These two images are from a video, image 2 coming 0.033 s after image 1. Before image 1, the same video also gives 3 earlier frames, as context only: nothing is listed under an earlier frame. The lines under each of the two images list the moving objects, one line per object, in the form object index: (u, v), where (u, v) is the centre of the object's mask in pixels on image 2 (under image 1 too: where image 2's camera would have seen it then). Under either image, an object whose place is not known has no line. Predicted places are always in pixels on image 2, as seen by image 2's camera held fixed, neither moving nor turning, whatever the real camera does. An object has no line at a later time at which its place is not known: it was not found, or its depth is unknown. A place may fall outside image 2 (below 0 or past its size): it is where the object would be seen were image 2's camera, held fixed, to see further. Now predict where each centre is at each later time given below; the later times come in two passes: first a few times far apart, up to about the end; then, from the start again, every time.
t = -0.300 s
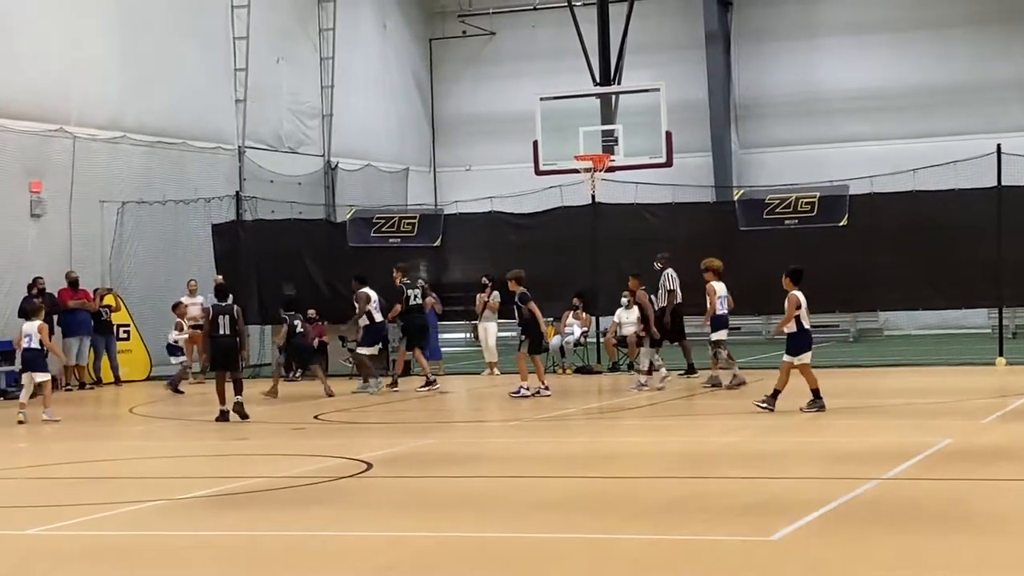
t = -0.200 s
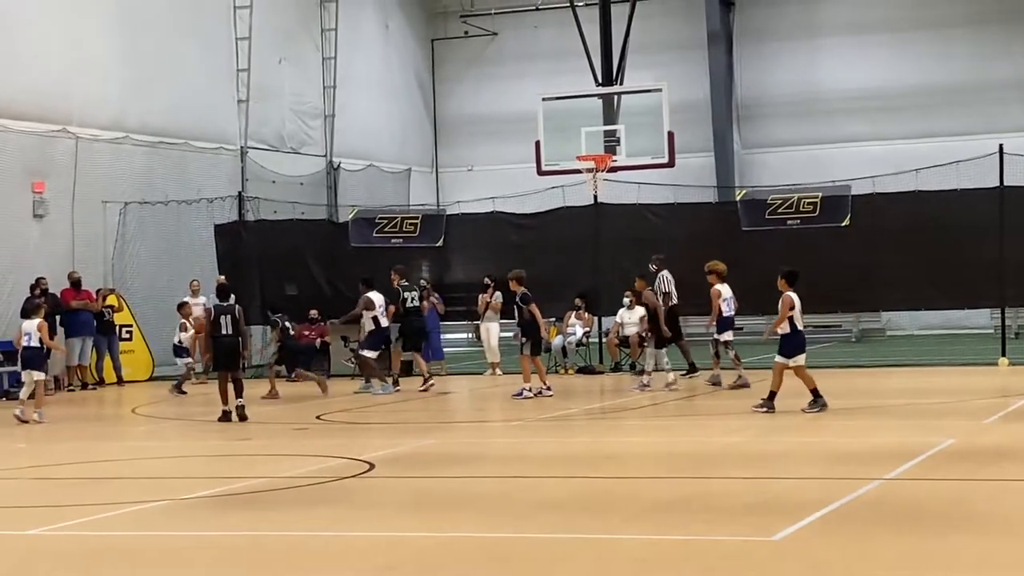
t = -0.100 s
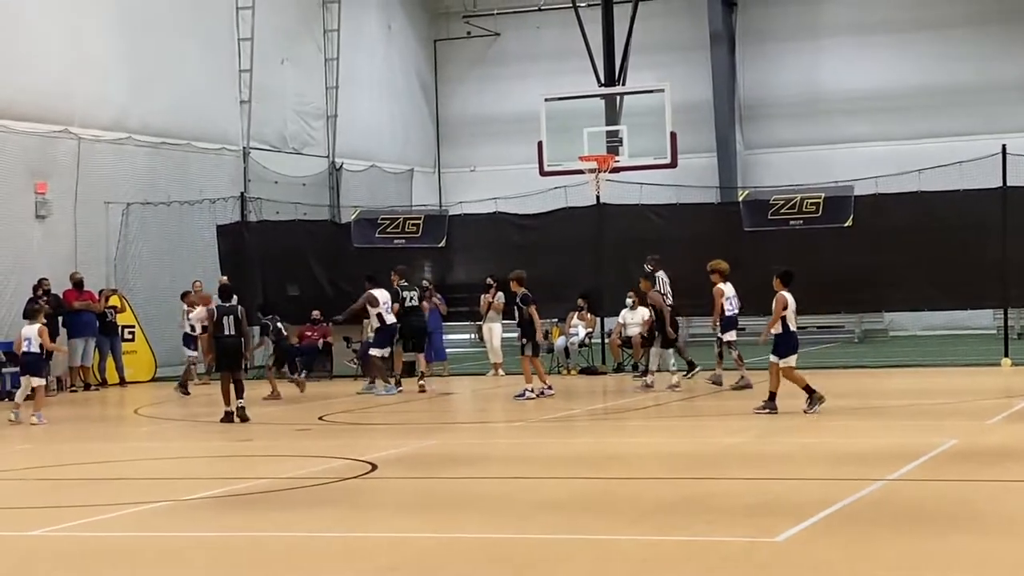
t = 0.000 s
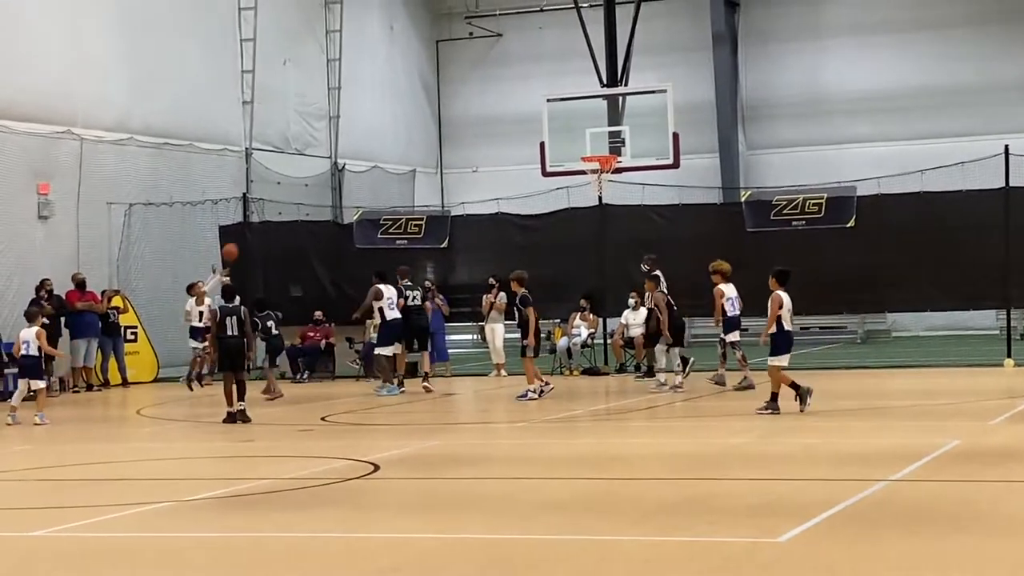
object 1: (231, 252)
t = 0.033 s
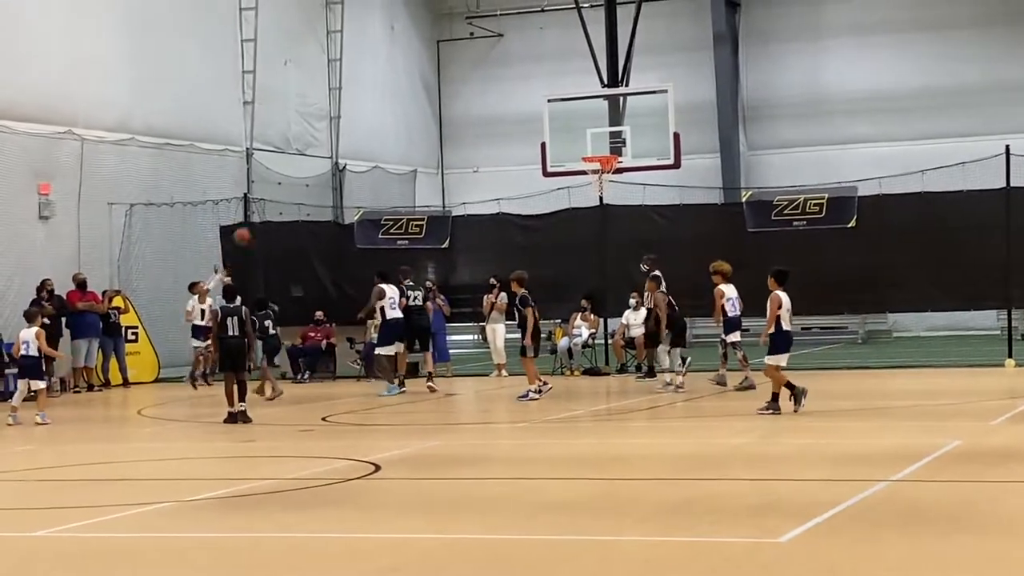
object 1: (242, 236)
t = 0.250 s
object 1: (313, 150)
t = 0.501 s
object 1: (398, 92)
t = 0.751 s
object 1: (486, 79)
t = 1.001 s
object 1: (576, 110)
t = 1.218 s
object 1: (654, 174)
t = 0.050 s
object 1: (246, 229)
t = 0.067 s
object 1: (252, 221)
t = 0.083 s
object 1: (258, 214)
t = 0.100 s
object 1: (263, 207)
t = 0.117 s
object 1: (269, 199)
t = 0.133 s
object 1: (274, 193)
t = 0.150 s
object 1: (279, 186)
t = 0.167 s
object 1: (285, 179)
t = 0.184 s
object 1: (291, 174)
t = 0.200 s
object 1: (296, 167)
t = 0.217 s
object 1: (302, 161)
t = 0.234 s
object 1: (308, 155)
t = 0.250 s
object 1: (313, 150)
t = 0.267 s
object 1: (319, 145)
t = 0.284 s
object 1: (324, 140)
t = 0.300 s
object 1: (330, 135)
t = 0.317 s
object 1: (336, 130)
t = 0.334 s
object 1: (342, 125)
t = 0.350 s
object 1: (347, 121)
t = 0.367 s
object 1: (353, 117)
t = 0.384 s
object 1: (358, 113)
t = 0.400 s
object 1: (364, 110)
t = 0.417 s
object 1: (369, 106)
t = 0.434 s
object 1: (375, 103)
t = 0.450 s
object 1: (381, 100)
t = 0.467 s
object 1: (387, 97)
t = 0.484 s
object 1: (392, 94)
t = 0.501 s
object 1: (398, 92)
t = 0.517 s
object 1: (404, 90)
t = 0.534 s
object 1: (410, 88)
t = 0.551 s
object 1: (415, 86)
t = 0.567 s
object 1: (421, 85)
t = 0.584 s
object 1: (427, 82)
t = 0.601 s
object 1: (433, 81)
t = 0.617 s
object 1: (439, 80)
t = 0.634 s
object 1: (444, 80)
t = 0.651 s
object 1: (451, 79)
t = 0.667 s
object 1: (456, 79)
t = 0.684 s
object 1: (462, 78)
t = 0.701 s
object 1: (468, 78)
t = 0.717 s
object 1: (474, 78)
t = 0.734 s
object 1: (480, 79)
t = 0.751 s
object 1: (486, 79)
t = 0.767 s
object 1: (492, 80)
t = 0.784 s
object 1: (498, 80)
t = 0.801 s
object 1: (504, 81)
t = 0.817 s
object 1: (509, 82)
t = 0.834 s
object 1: (515, 84)
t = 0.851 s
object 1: (522, 85)
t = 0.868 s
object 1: (527, 87)
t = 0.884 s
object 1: (533, 89)
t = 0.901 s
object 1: (539, 92)
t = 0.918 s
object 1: (546, 94)
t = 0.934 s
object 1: (551, 97)
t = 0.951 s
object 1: (557, 100)
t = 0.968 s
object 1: (563, 103)
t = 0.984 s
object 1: (569, 106)
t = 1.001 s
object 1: (576, 110)
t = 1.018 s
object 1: (581, 114)
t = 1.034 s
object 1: (587, 118)
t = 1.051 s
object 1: (593, 122)
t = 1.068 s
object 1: (599, 126)
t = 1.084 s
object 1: (606, 131)
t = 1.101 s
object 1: (611, 135)
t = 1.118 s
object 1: (618, 140)
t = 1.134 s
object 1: (624, 145)
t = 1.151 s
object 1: (630, 151)
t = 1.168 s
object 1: (636, 156)
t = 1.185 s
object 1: (642, 162)
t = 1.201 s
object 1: (649, 168)
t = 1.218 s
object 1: (654, 174)
